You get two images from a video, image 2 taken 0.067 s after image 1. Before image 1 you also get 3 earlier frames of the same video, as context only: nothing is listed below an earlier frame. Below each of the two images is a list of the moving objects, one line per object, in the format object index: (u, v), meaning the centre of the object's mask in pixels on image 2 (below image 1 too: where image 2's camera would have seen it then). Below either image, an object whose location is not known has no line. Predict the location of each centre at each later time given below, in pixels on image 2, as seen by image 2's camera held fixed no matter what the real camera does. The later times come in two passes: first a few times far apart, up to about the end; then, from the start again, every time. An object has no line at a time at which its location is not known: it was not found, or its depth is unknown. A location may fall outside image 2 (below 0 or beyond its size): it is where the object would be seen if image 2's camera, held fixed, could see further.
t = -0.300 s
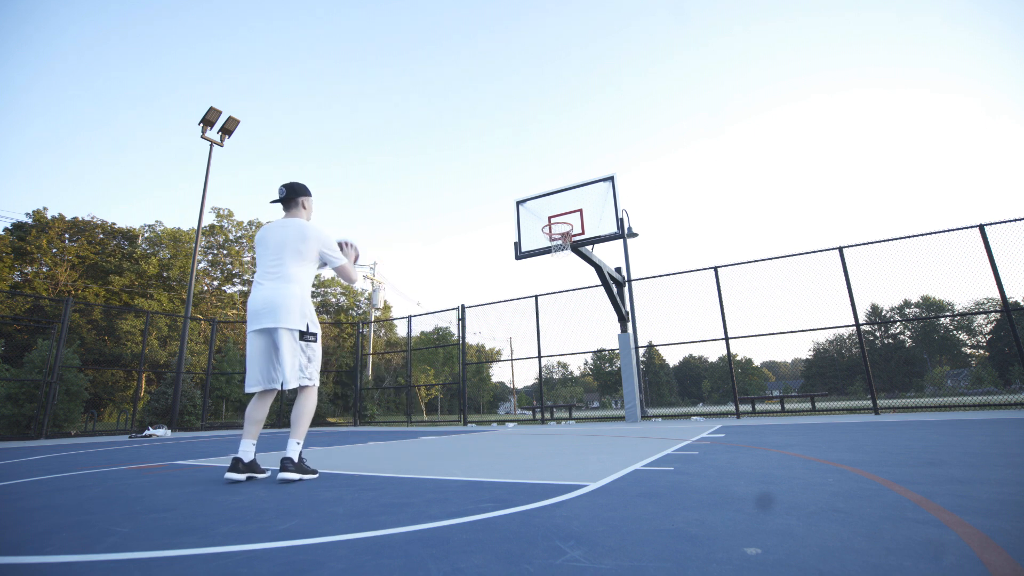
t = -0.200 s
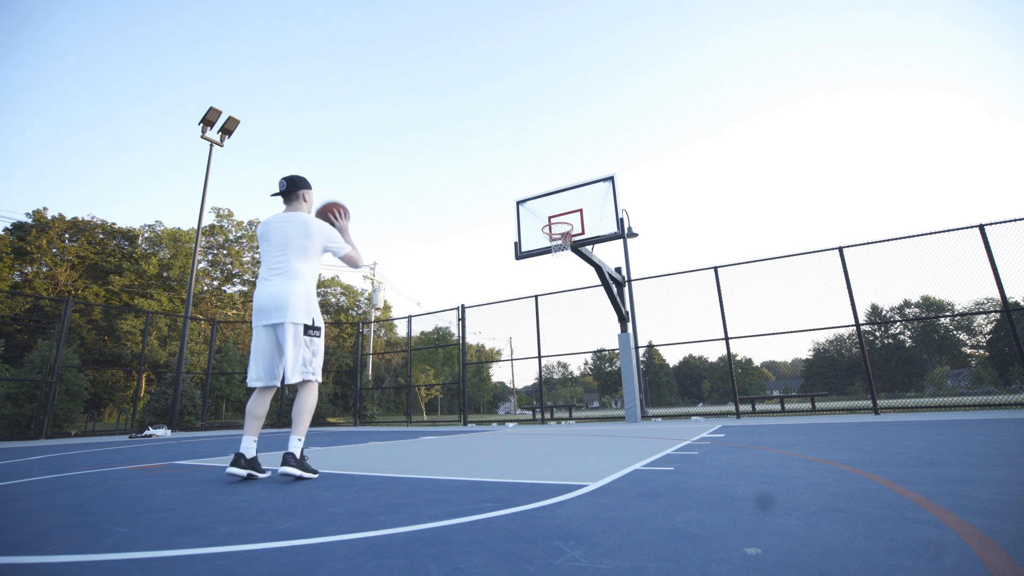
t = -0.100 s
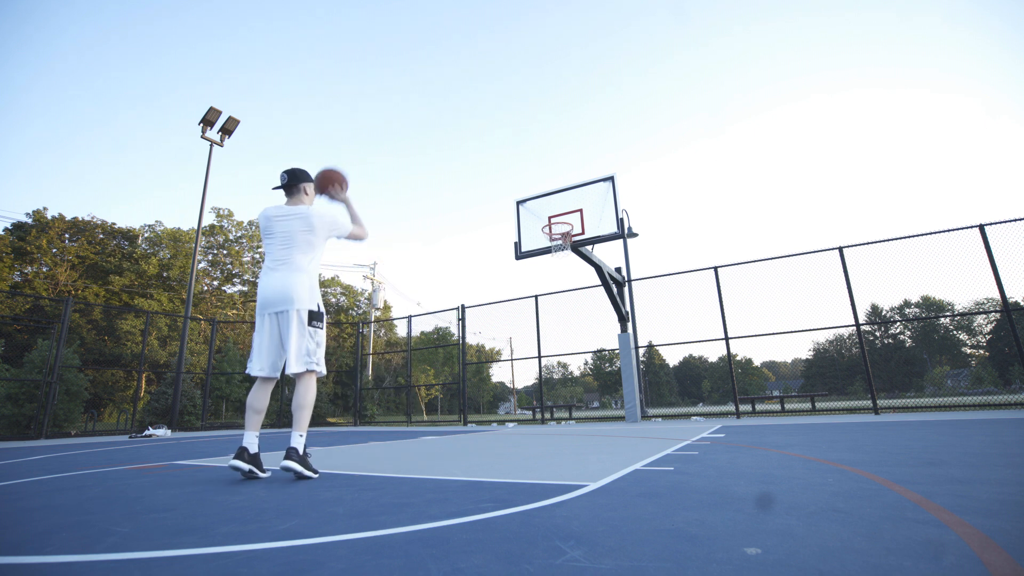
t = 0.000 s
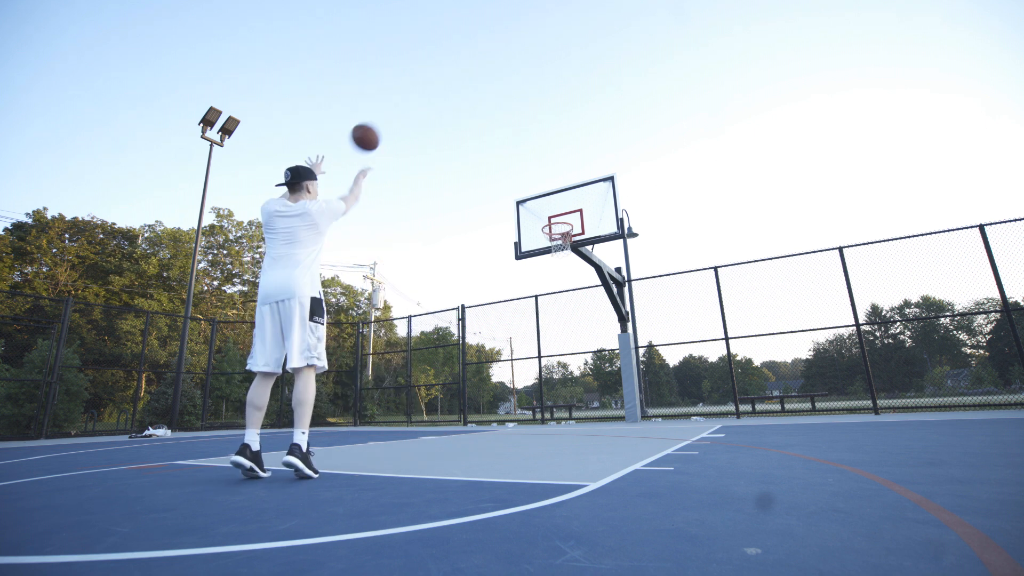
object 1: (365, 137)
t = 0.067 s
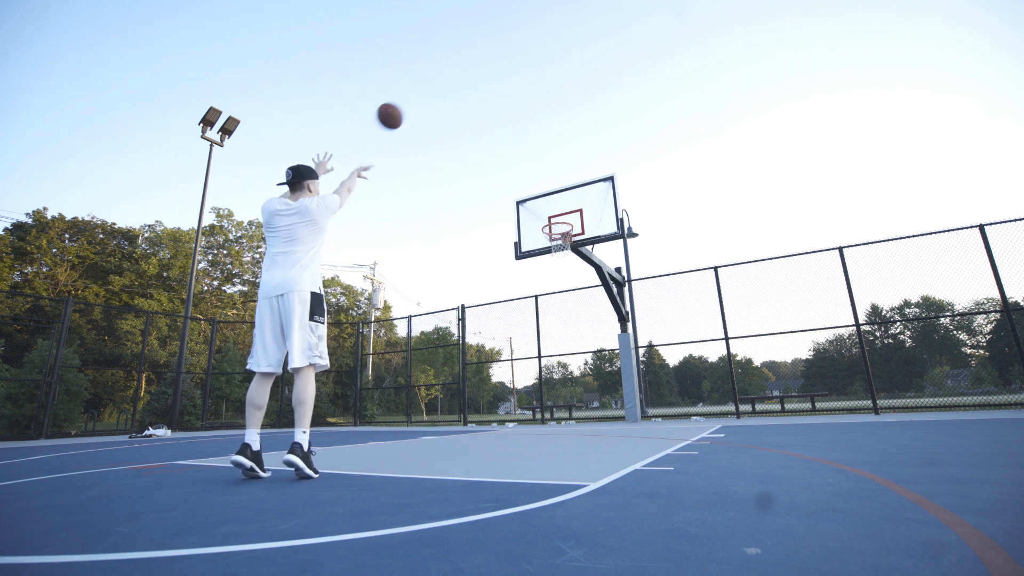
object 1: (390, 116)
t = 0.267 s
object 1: (445, 88)
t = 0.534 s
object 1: (494, 103)
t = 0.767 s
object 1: (526, 147)
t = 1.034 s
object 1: (557, 223)
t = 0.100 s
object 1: (401, 108)
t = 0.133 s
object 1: (411, 101)
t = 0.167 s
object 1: (420, 96)
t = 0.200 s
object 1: (429, 93)
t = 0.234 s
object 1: (437, 90)
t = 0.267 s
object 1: (445, 88)
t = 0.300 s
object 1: (452, 87)
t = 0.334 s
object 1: (459, 88)
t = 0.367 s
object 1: (465, 89)
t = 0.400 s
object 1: (472, 90)
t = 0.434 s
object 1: (478, 92)
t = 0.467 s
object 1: (483, 95)
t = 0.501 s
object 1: (489, 99)
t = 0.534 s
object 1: (494, 103)
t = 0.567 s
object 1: (499, 108)
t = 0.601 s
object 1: (504, 113)
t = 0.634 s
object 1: (508, 119)
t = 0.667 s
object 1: (513, 125)
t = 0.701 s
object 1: (517, 132)
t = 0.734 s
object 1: (522, 139)
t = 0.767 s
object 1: (526, 147)
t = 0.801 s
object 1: (530, 154)
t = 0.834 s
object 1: (534, 163)
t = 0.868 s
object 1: (538, 172)
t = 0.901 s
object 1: (542, 181)
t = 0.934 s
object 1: (545, 191)
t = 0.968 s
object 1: (549, 201)
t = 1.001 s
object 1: (553, 212)
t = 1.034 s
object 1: (557, 223)
